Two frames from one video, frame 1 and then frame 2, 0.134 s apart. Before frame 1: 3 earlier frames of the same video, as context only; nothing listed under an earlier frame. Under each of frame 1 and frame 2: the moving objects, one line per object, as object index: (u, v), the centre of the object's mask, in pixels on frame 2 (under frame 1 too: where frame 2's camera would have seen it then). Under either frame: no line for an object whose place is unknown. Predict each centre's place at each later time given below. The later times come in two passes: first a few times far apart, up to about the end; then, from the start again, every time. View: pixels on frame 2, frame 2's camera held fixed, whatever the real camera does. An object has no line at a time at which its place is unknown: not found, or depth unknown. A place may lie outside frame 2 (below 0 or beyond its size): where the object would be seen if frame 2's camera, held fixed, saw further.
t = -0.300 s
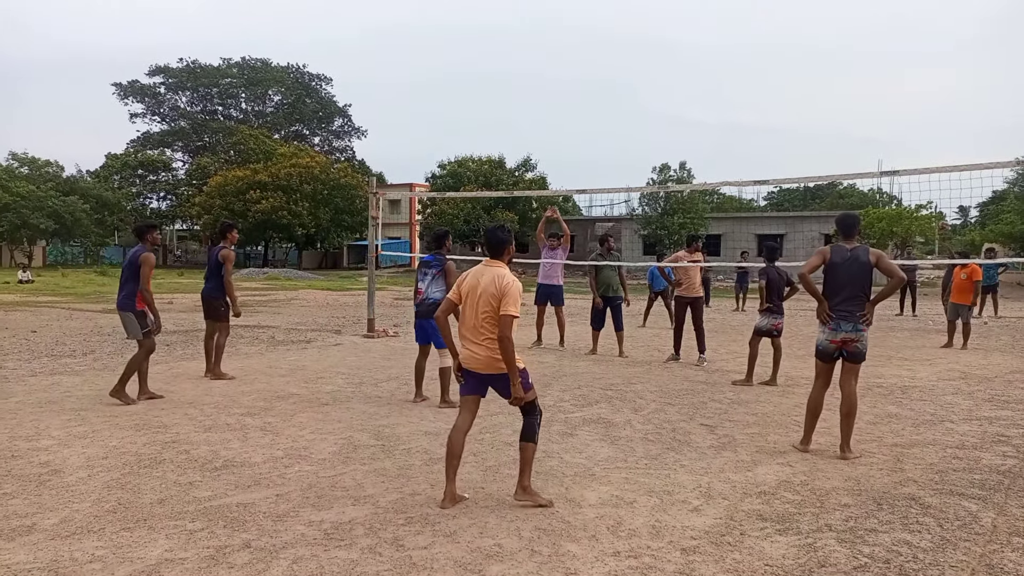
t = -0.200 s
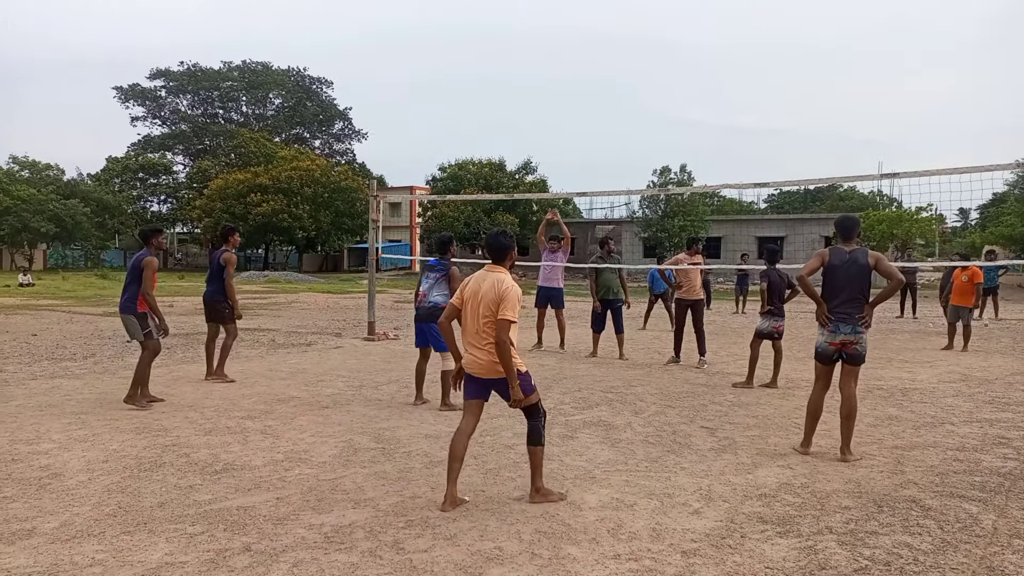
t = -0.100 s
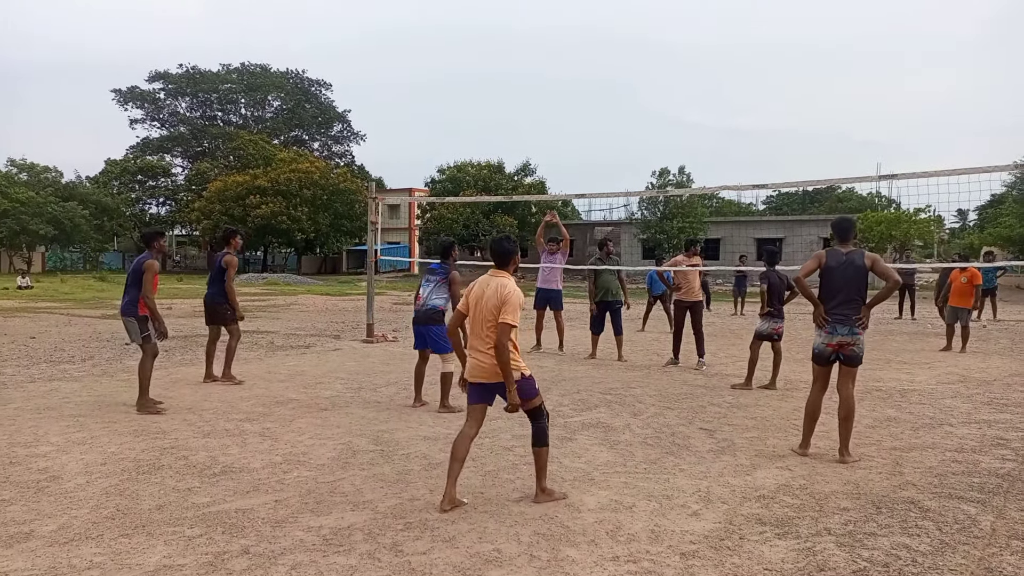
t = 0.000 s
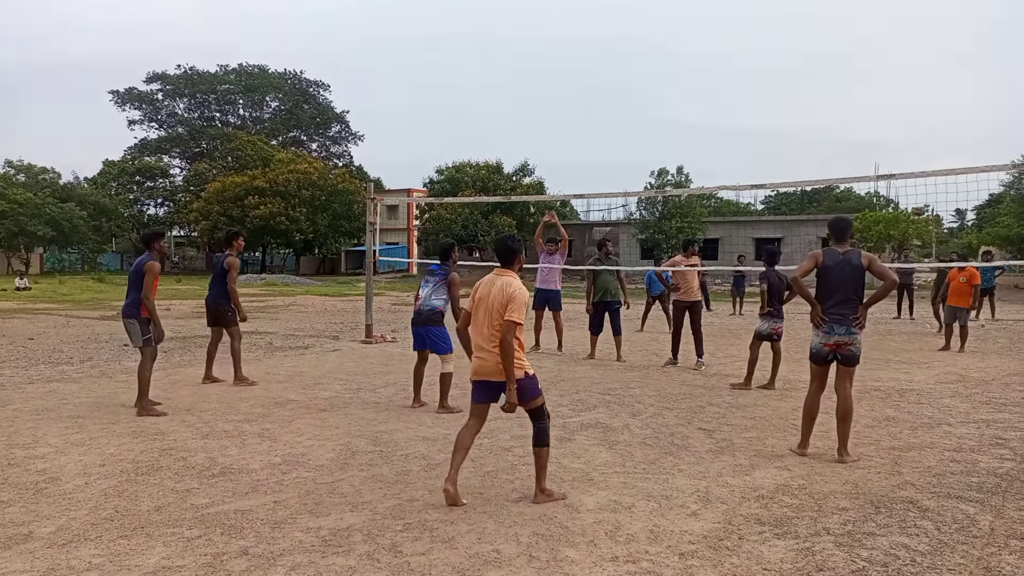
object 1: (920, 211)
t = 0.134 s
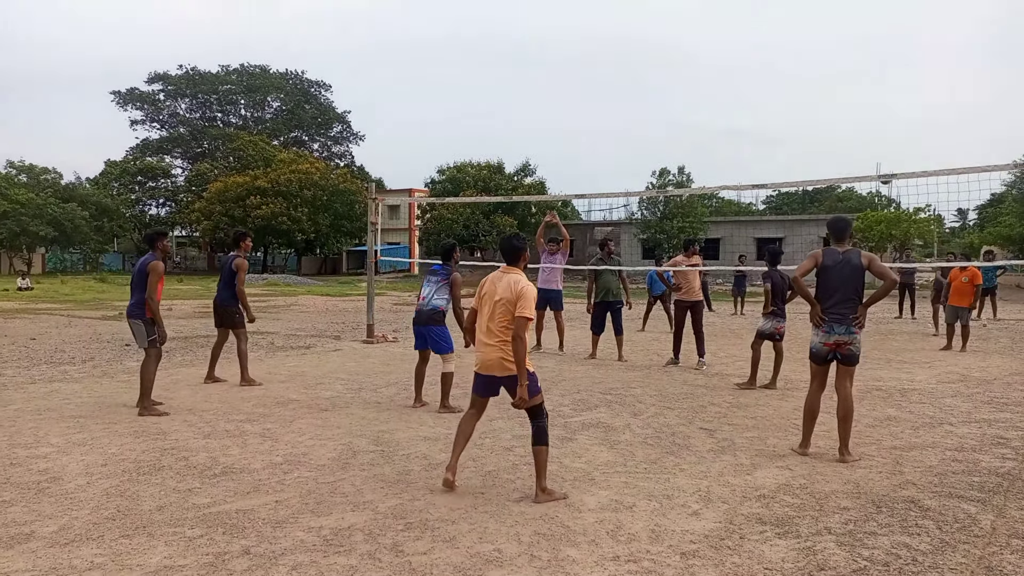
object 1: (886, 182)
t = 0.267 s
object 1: (841, 154)
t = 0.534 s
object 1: (722, 144)
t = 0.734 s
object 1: (599, 184)
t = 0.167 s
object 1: (875, 171)
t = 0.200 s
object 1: (865, 165)
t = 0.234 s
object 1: (853, 159)
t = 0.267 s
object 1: (841, 154)
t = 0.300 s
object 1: (828, 150)
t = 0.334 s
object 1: (815, 147)
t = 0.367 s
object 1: (801, 145)
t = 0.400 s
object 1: (787, 143)
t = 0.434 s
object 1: (772, 142)
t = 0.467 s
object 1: (756, 142)
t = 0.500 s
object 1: (740, 143)
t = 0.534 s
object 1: (722, 144)
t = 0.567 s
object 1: (703, 147)
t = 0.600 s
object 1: (684, 152)
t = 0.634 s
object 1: (665, 157)
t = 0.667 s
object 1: (644, 165)
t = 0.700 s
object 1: (622, 173)
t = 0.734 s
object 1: (599, 184)
